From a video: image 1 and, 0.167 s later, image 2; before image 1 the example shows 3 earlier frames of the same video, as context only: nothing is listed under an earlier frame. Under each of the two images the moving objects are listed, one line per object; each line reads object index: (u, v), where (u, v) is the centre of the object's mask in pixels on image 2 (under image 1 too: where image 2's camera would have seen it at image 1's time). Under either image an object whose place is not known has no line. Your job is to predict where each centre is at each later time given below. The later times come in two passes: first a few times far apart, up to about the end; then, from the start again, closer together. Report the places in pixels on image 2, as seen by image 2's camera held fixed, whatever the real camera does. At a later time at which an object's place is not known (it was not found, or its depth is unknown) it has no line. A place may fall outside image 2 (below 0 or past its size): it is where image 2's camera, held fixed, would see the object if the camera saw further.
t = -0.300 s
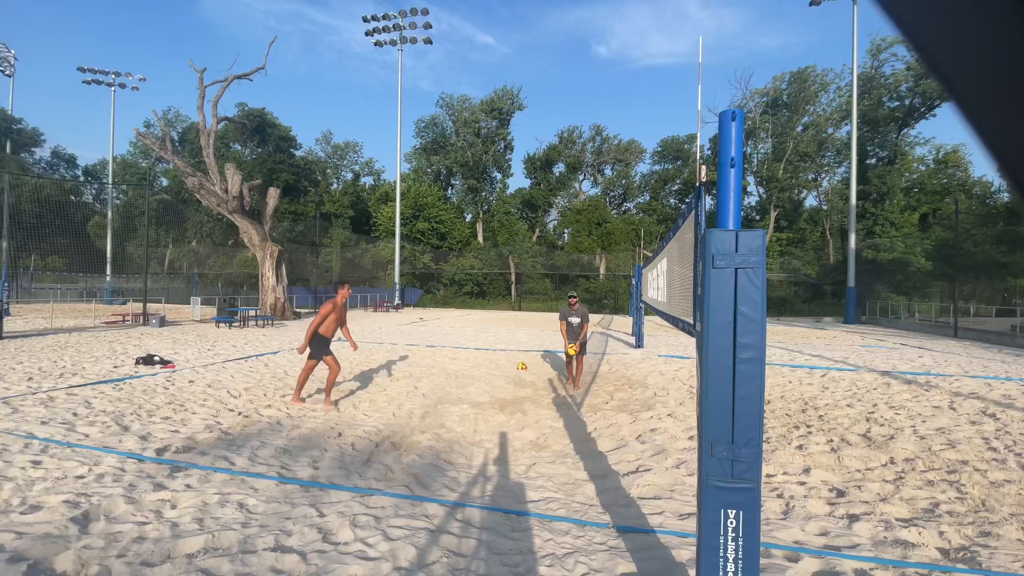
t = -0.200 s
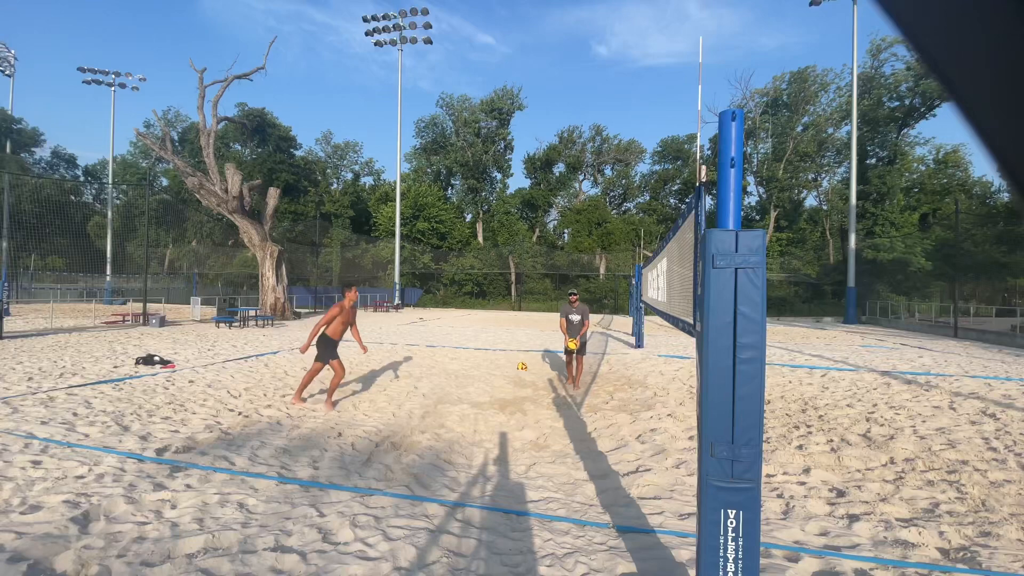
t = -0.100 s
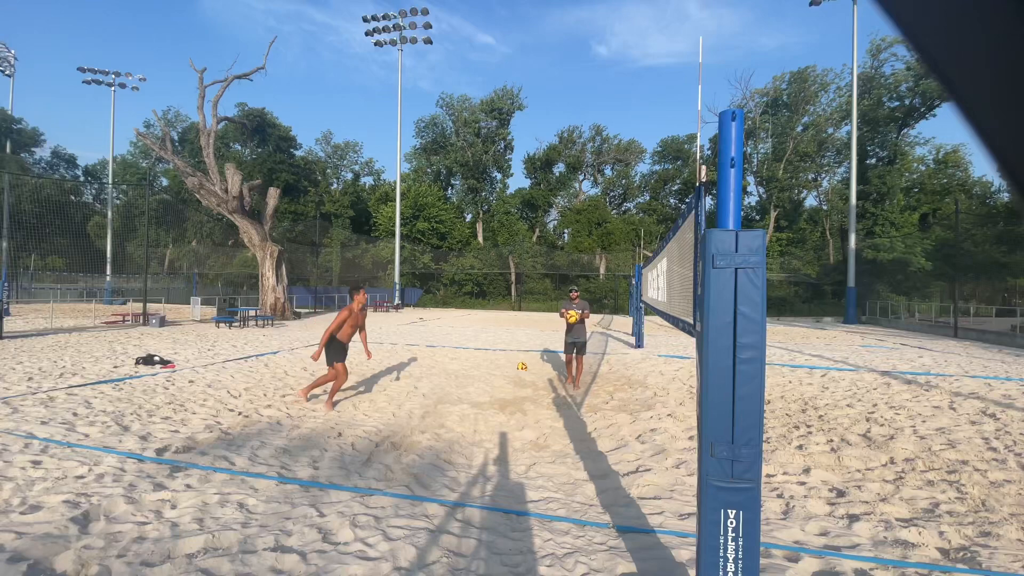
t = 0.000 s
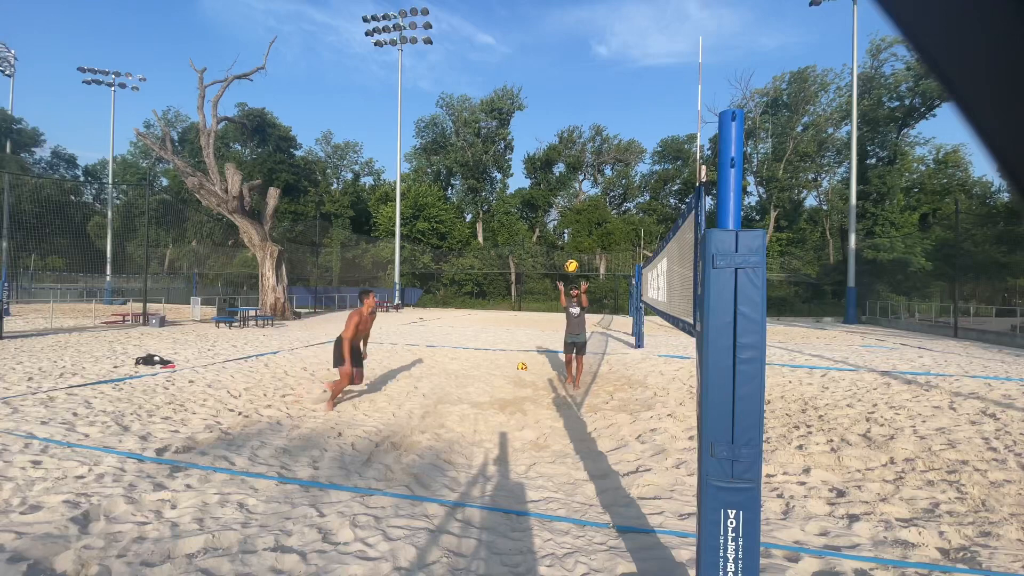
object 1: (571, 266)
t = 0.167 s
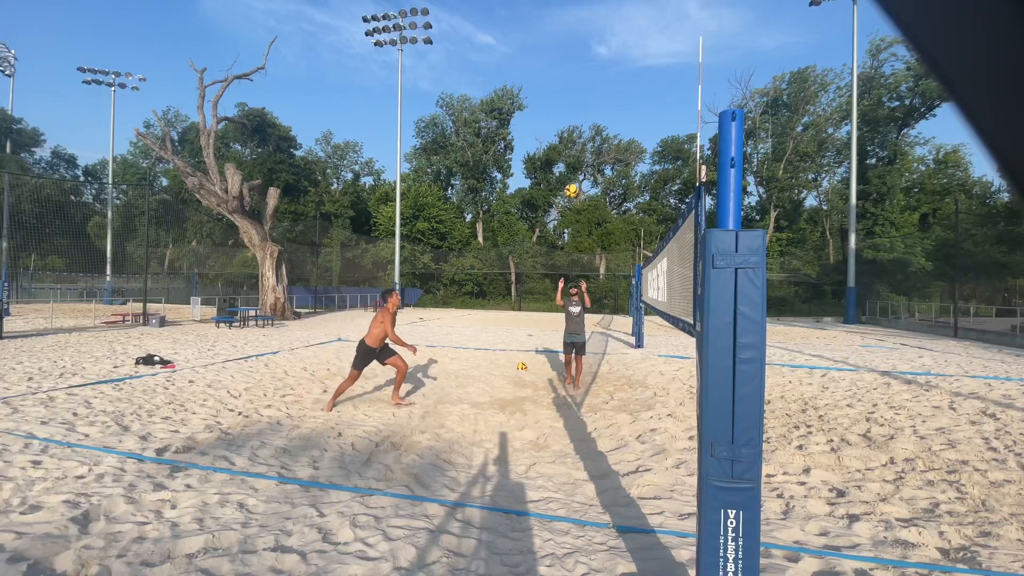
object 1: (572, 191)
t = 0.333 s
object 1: (572, 130)
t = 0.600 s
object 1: (571, 69)
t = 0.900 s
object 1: (571, 56)
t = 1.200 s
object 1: (571, 109)
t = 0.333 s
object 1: (572, 130)
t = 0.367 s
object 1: (571, 120)
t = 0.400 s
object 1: (571, 111)
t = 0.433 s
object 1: (571, 102)
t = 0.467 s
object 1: (571, 94)
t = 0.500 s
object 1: (571, 86)
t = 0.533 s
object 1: (571, 80)
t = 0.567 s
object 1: (571, 74)
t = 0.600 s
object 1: (571, 69)
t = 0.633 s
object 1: (571, 64)
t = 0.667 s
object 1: (571, 61)
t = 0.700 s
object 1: (571, 57)
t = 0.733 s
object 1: (571, 55)
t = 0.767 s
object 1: (571, 54)
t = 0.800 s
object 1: (571, 53)
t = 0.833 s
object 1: (571, 53)
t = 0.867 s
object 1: (571, 54)
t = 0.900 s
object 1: (571, 56)
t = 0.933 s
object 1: (571, 58)
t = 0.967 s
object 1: (571, 61)
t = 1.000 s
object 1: (571, 66)
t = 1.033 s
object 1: (571, 71)
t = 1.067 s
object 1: (571, 76)
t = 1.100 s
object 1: (571, 83)
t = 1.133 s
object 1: (571, 91)
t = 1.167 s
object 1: (571, 99)
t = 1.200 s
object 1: (571, 109)
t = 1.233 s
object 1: (571, 119)
